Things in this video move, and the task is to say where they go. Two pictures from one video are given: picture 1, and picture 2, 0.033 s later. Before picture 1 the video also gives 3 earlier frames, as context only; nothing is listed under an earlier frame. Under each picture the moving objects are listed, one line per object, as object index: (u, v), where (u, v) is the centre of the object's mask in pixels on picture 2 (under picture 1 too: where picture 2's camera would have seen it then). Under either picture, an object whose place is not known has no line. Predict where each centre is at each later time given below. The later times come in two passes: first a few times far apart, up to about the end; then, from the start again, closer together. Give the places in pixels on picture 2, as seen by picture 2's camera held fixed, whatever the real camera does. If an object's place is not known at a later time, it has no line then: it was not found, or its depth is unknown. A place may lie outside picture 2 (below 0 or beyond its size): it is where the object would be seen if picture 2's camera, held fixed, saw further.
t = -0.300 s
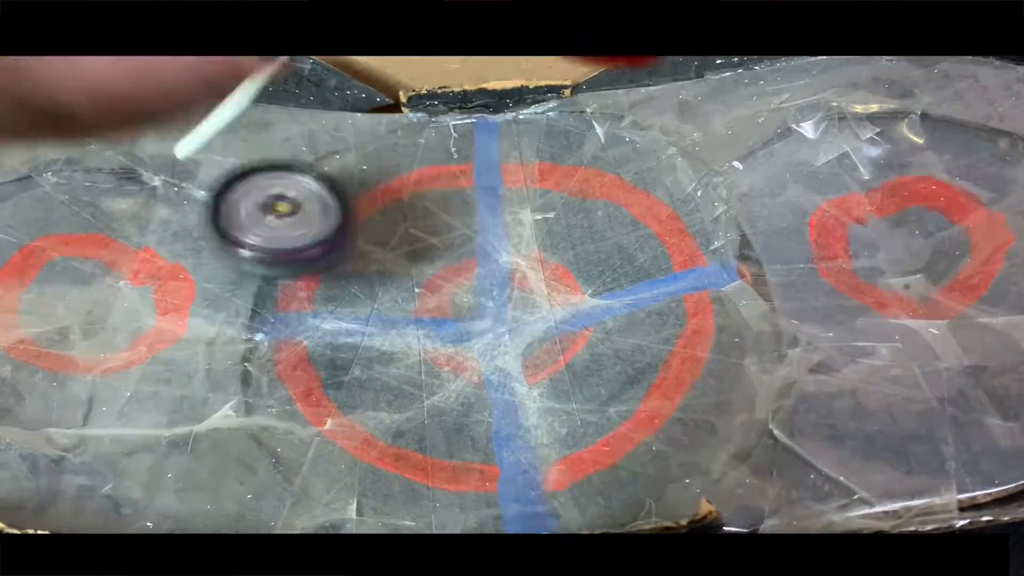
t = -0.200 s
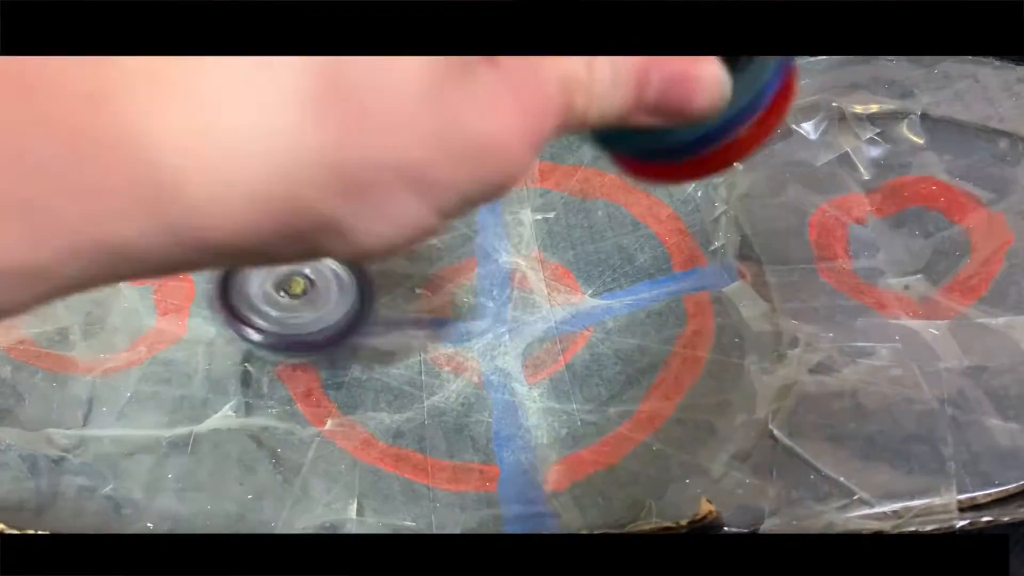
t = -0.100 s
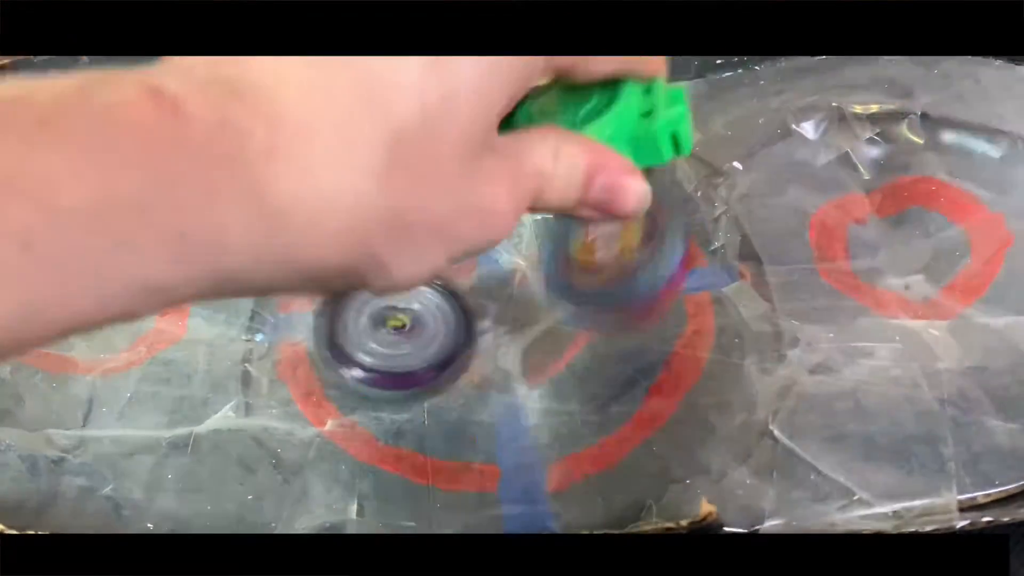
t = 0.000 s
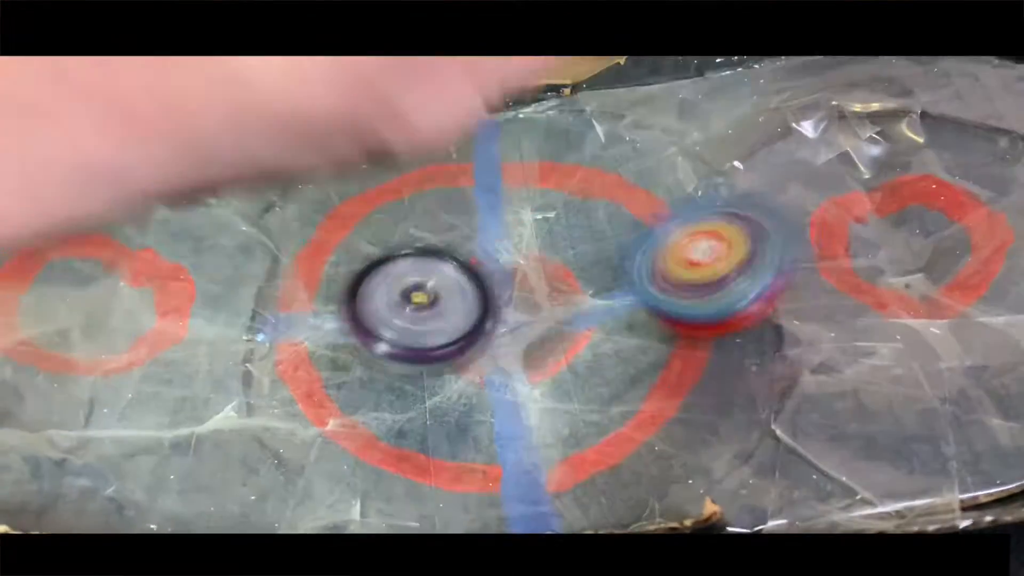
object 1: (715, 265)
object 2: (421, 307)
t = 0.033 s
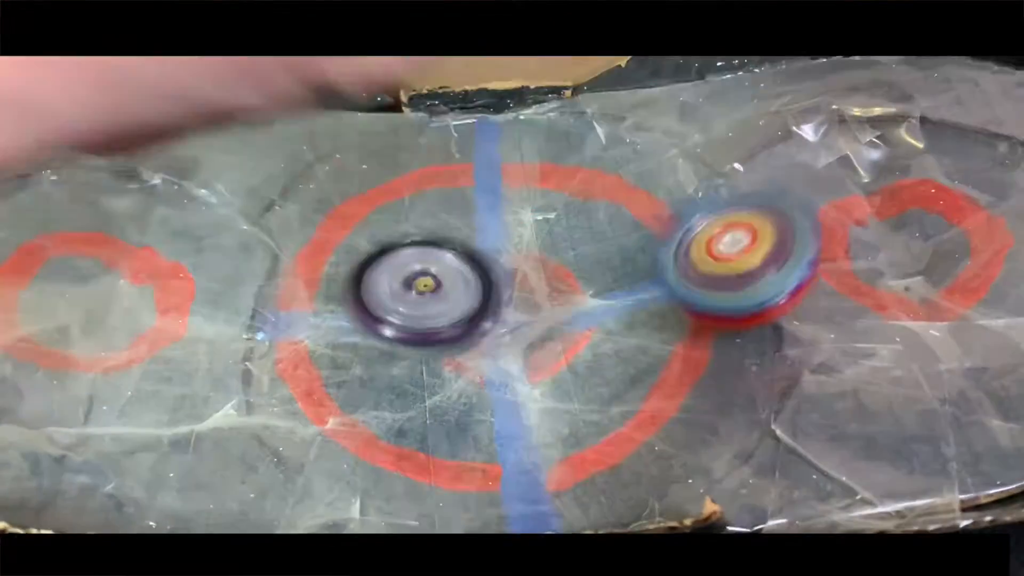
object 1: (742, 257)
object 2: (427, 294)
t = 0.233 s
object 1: (806, 290)
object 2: (422, 239)
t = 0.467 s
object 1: (923, 435)
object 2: (340, 266)
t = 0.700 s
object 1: (962, 353)
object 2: (482, 302)
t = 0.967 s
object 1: (774, 366)
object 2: (531, 122)
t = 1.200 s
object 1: (562, 269)
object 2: (363, 204)
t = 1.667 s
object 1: (413, 439)
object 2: (196, 295)
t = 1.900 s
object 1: (751, 196)
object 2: (221, 276)
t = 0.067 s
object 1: (751, 256)
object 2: (435, 281)
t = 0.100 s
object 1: (756, 254)
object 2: (427, 272)
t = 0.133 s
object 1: (763, 253)
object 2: (419, 267)
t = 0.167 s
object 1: (771, 266)
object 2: (415, 257)
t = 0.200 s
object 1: (787, 273)
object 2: (422, 248)
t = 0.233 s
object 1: (806, 290)
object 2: (422, 239)
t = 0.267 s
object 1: (820, 302)
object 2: (417, 234)
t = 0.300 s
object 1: (826, 332)
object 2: (404, 232)
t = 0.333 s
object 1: (843, 352)
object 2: (387, 238)
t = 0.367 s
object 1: (854, 384)
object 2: (368, 242)
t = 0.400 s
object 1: (864, 413)
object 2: (352, 250)
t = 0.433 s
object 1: (891, 437)
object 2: (340, 259)
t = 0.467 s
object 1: (923, 435)
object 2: (340, 266)
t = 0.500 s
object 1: (943, 434)
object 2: (356, 271)
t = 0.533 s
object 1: (960, 428)
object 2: (370, 275)
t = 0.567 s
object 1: (978, 406)
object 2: (380, 283)
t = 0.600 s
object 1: (983, 389)
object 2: (386, 292)
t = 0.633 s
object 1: (979, 373)
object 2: (403, 299)
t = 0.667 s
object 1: (970, 362)
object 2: (437, 303)
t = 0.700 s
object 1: (962, 353)
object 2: (482, 302)
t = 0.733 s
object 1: (952, 349)
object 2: (524, 293)
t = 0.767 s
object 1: (939, 352)
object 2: (556, 271)
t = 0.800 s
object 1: (922, 358)
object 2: (582, 243)
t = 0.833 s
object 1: (896, 360)
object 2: (590, 215)
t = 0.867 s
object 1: (865, 362)
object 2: (585, 190)
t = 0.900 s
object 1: (833, 368)
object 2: (569, 163)
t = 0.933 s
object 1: (802, 369)
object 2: (550, 141)
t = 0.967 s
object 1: (774, 366)
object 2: (531, 122)
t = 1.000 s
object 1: (744, 357)
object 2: (506, 103)
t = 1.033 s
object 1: (707, 340)
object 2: (477, 103)
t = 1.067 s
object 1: (674, 325)
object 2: (453, 111)
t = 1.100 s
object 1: (638, 309)
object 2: (438, 133)
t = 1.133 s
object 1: (599, 294)
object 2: (423, 162)
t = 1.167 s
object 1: (564, 276)
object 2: (412, 196)
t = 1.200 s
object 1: (562, 269)
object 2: (363, 204)
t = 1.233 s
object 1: (582, 259)
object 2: (297, 203)
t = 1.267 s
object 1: (597, 242)
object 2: (255, 199)
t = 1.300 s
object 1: (598, 230)
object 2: (227, 205)
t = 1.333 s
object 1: (582, 219)
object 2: (199, 220)
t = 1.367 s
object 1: (550, 220)
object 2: (162, 234)
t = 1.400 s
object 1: (499, 223)
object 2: (123, 242)
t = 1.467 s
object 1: (402, 256)
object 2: (80, 253)
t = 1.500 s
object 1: (354, 286)
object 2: (81, 268)
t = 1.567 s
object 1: (313, 343)
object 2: (114, 302)
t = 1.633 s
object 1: (354, 403)
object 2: (171, 307)
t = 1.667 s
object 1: (413, 439)
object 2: (196, 295)
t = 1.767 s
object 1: (680, 407)
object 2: (248, 271)
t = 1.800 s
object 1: (734, 362)
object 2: (247, 271)
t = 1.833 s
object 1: (767, 306)
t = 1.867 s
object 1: (764, 243)
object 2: (232, 273)
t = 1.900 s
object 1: (751, 196)
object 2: (221, 276)
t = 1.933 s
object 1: (722, 148)
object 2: (207, 268)
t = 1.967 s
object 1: (688, 121)
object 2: (200, 270)
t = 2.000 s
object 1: (636, 99)
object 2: (179, 259)
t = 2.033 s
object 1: (580, 89)
